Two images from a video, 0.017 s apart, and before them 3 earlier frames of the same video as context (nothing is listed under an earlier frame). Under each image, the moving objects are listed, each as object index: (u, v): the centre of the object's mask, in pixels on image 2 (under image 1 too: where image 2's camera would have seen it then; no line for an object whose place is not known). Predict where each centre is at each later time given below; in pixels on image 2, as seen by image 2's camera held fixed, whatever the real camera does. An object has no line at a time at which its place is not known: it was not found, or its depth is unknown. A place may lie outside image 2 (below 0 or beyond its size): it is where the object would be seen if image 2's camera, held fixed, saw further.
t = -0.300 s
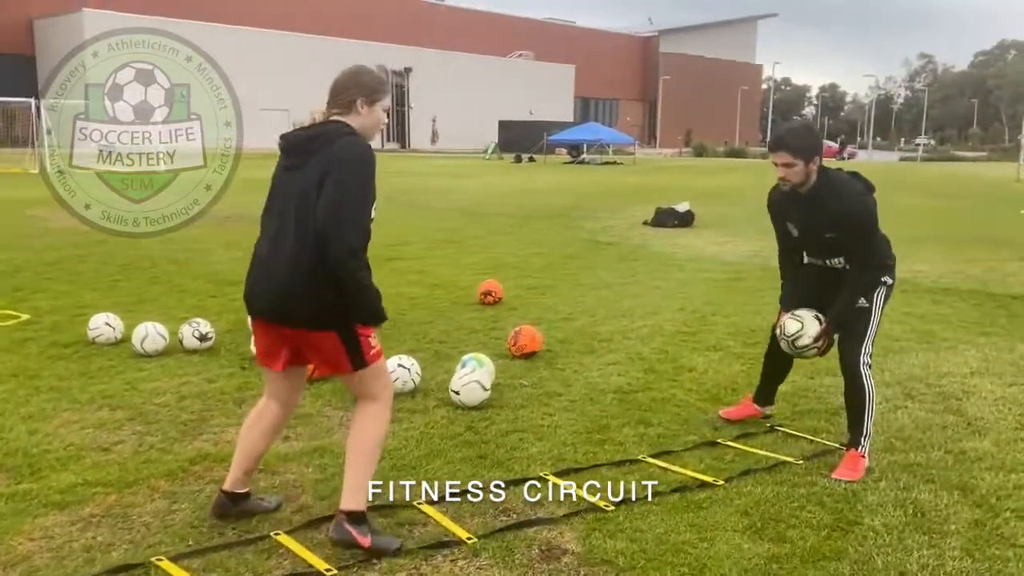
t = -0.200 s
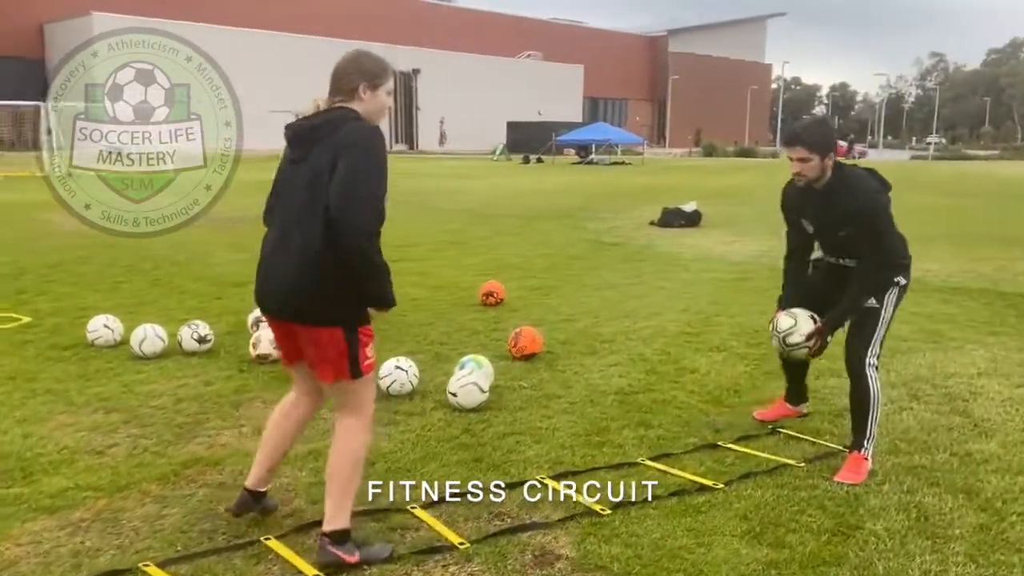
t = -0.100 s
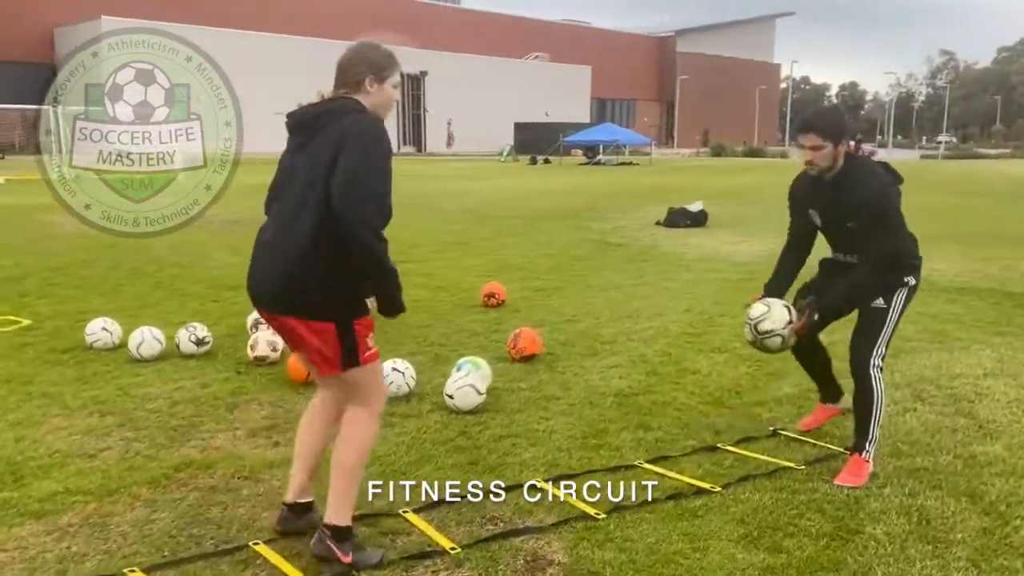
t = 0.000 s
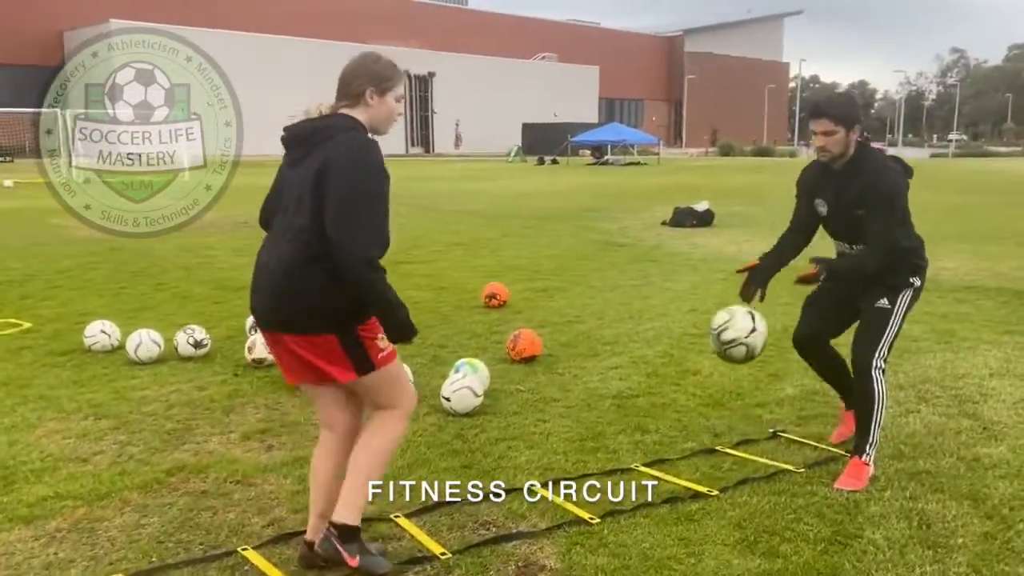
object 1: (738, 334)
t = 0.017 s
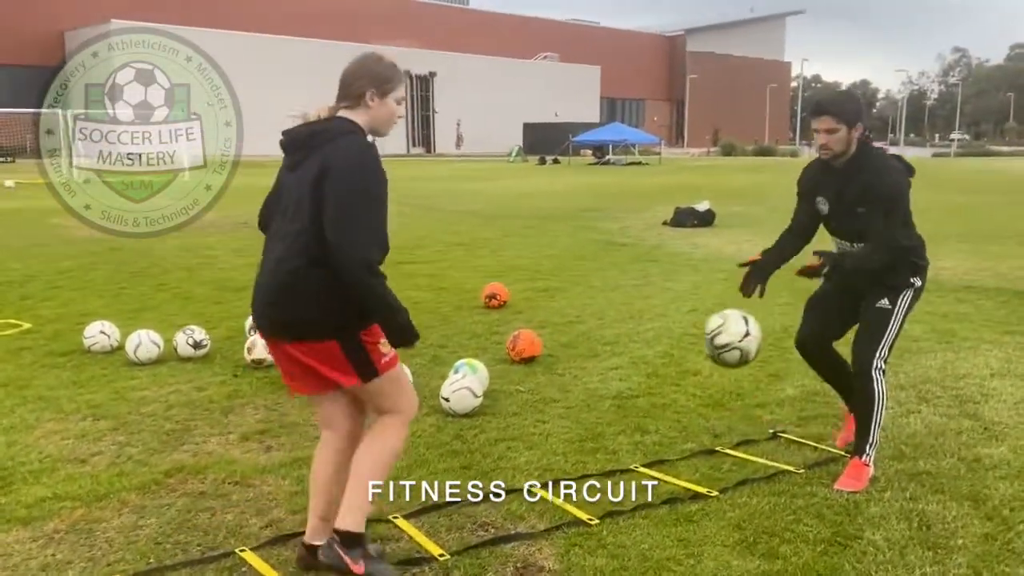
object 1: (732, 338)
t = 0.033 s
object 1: (726, 343)
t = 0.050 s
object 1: (720, 348)
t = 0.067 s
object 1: (714, 354)
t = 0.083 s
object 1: (707, 361)
